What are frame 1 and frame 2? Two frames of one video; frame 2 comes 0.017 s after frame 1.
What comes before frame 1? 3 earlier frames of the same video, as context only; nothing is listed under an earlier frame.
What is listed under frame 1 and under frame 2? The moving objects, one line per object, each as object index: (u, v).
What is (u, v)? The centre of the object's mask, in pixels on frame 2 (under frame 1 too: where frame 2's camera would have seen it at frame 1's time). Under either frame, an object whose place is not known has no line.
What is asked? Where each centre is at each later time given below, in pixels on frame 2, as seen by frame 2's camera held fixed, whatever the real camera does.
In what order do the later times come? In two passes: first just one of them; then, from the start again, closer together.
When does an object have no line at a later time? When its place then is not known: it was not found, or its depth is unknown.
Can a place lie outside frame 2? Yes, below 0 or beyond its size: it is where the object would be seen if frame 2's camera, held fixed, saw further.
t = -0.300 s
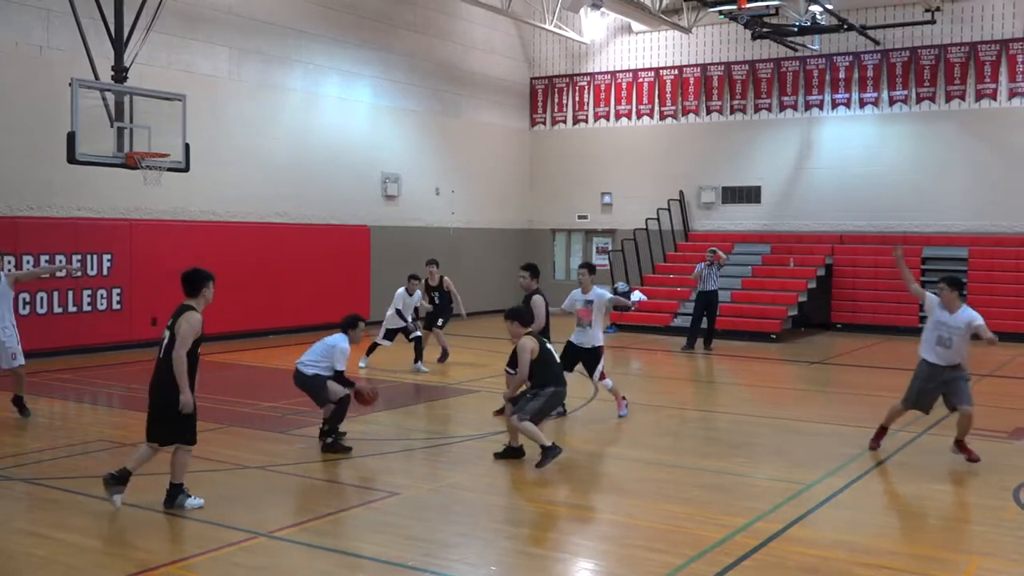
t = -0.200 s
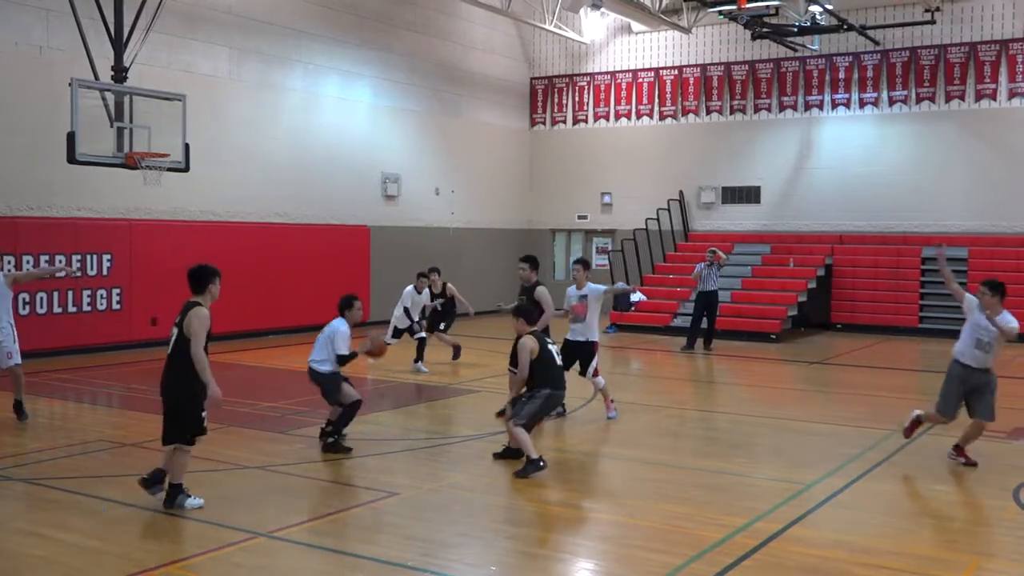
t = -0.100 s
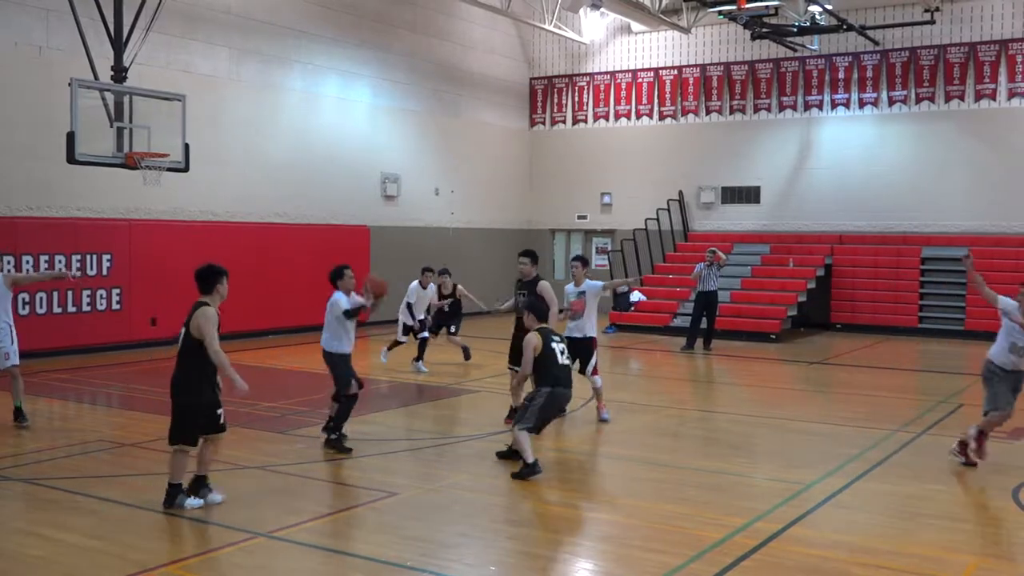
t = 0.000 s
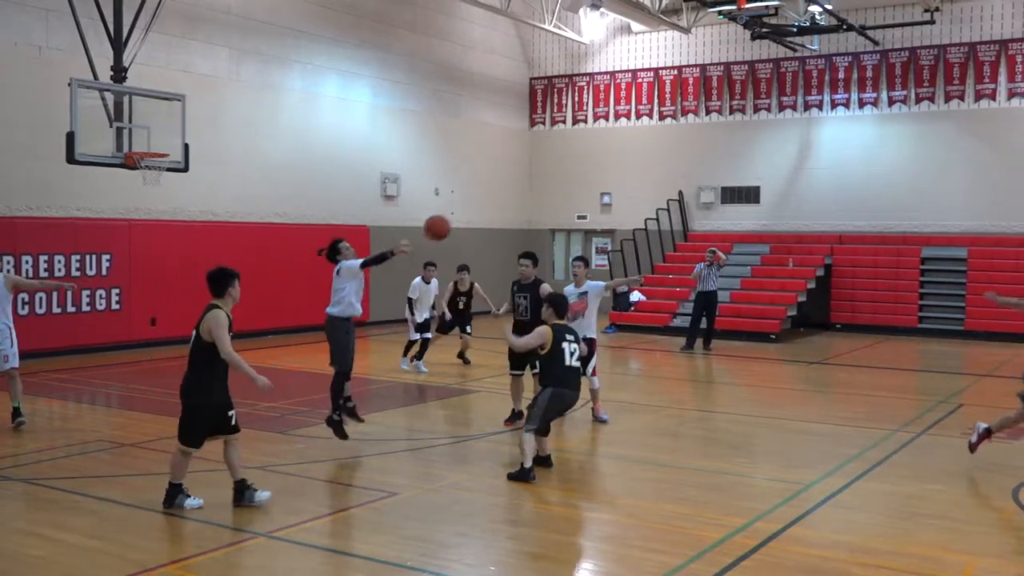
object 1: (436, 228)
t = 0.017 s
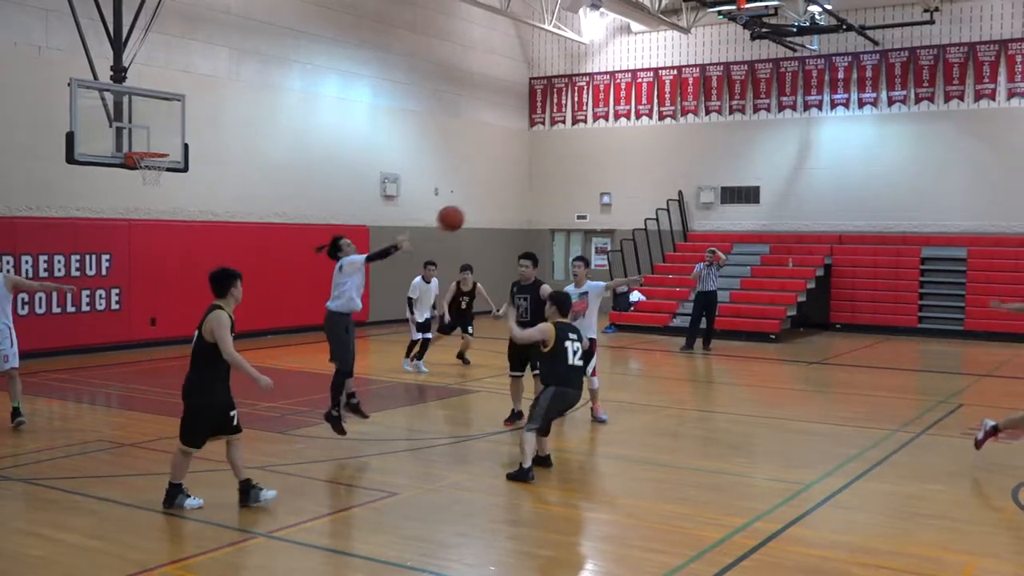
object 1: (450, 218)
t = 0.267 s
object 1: (675, 112)
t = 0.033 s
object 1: (464, 209)
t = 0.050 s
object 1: (478, 201)
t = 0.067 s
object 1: (493, 192)
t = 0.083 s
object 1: (507, 184)
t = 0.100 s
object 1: (522, 176)
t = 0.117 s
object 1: (537, 169)
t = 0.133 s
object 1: (551, 161)
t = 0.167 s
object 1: (583, 147)
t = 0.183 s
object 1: (597, 140)
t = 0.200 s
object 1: (613, 134)
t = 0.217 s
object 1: (628, 128)
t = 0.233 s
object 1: (645, 123)
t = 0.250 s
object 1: (661, 116)
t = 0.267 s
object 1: (675, 112)
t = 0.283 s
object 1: (690, 107)
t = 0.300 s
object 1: (707, 101)
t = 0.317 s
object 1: (725, 95)
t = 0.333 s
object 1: (740, 91)
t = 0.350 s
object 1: (756, 87)
